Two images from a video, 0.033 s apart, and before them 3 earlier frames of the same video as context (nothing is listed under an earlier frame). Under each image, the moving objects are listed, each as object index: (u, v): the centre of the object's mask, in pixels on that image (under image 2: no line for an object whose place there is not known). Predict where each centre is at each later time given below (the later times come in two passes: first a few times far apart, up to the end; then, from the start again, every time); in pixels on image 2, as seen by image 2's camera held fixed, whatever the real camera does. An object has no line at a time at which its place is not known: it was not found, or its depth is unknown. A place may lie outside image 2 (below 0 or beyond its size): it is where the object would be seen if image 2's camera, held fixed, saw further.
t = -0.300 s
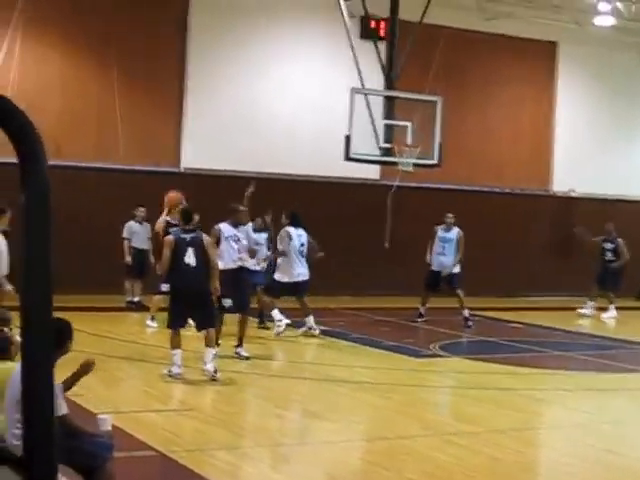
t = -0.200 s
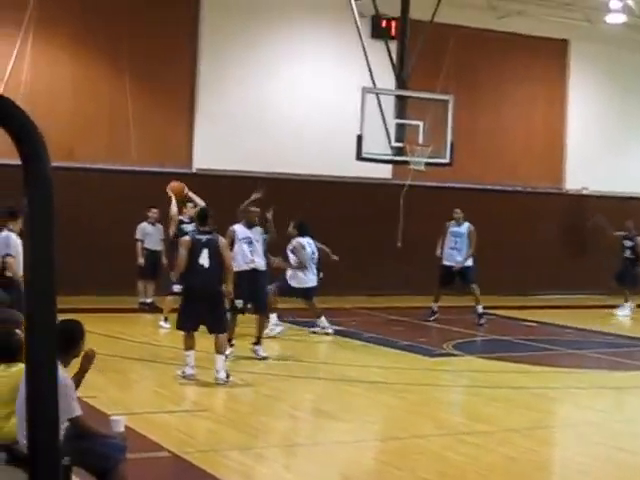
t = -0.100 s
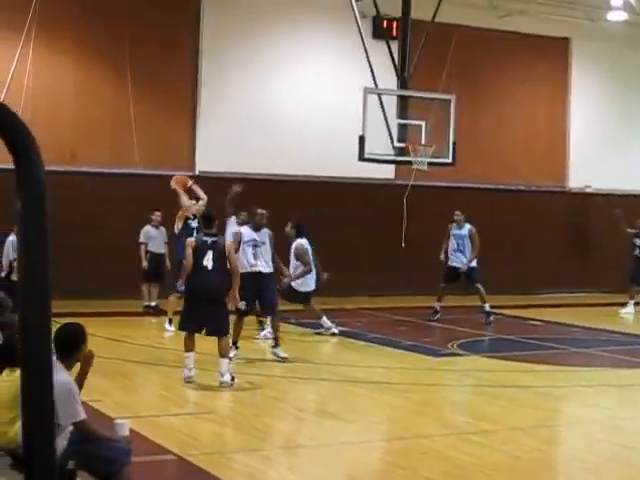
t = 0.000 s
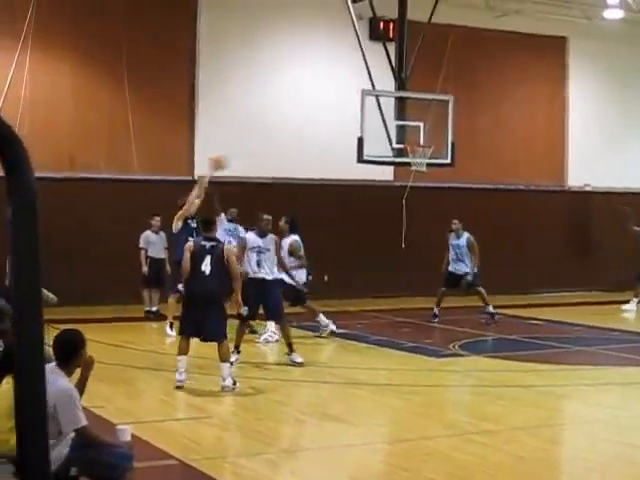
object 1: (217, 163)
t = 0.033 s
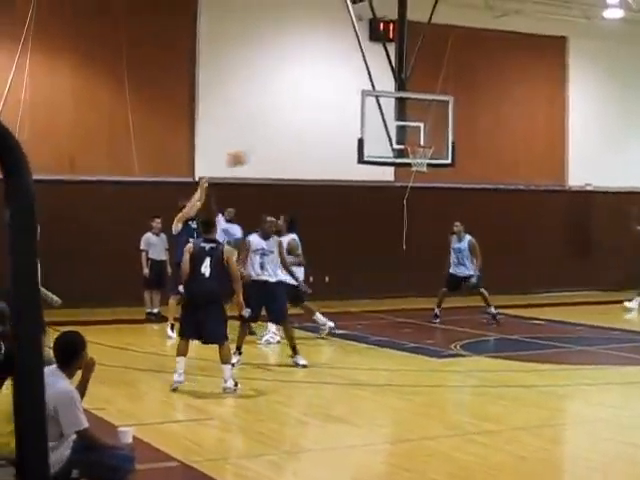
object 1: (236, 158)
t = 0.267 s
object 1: (363, 136)
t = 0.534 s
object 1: (517, 157)
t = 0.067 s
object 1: (253, 153)
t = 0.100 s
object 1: (272, 148)
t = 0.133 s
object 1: (290, 145)
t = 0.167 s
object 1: (309, 142)
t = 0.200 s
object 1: (327, 140)
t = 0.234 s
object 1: (345, 138)
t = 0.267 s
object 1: (363, 136)
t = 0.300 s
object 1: (384, 136)
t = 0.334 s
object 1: (402, 137)
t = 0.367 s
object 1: (420, 139)
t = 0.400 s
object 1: (440, 141)
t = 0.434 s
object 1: (459, 144)
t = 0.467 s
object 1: (479, 147)
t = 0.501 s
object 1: (497, 152)
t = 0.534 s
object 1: (517, 157)
